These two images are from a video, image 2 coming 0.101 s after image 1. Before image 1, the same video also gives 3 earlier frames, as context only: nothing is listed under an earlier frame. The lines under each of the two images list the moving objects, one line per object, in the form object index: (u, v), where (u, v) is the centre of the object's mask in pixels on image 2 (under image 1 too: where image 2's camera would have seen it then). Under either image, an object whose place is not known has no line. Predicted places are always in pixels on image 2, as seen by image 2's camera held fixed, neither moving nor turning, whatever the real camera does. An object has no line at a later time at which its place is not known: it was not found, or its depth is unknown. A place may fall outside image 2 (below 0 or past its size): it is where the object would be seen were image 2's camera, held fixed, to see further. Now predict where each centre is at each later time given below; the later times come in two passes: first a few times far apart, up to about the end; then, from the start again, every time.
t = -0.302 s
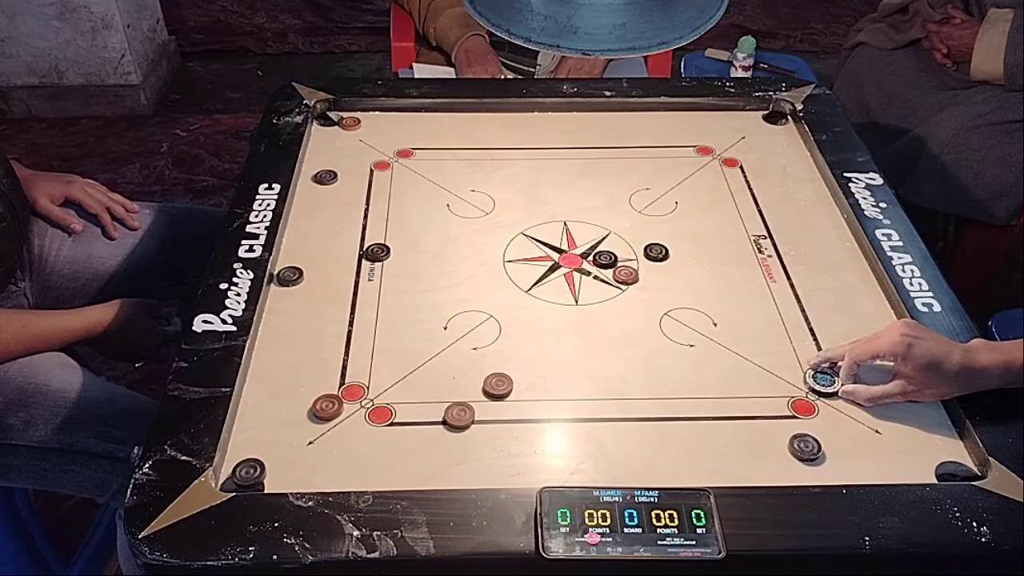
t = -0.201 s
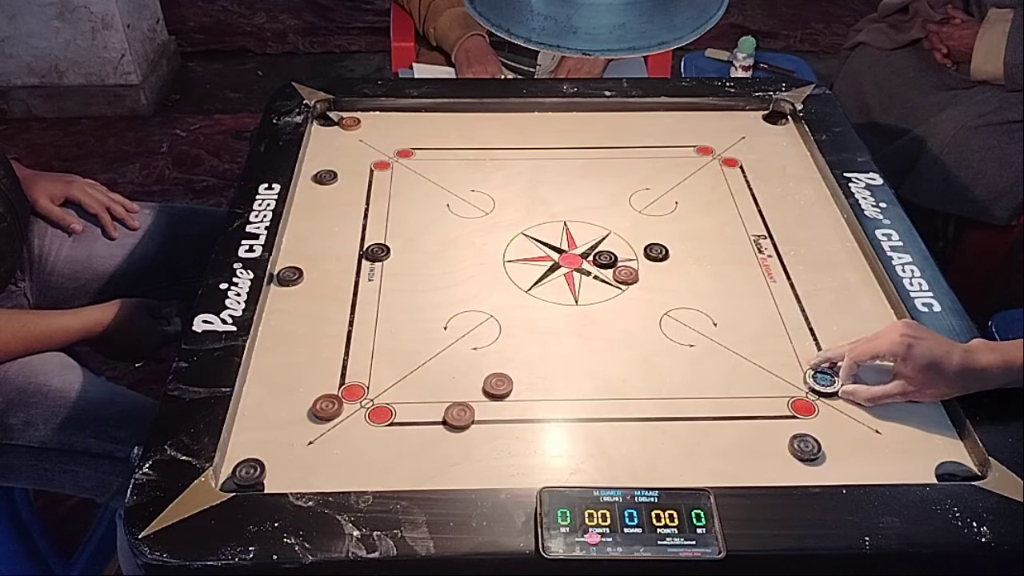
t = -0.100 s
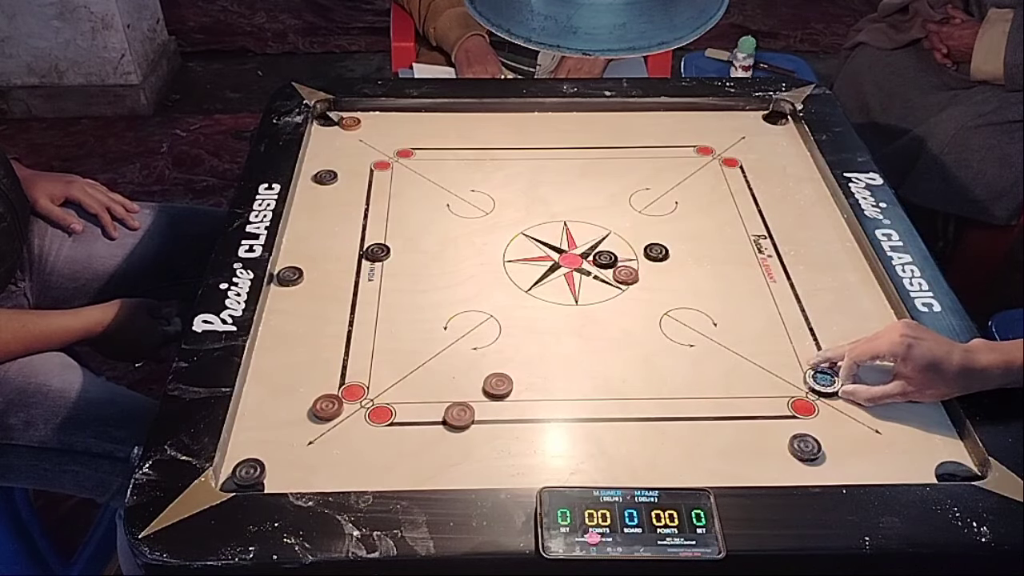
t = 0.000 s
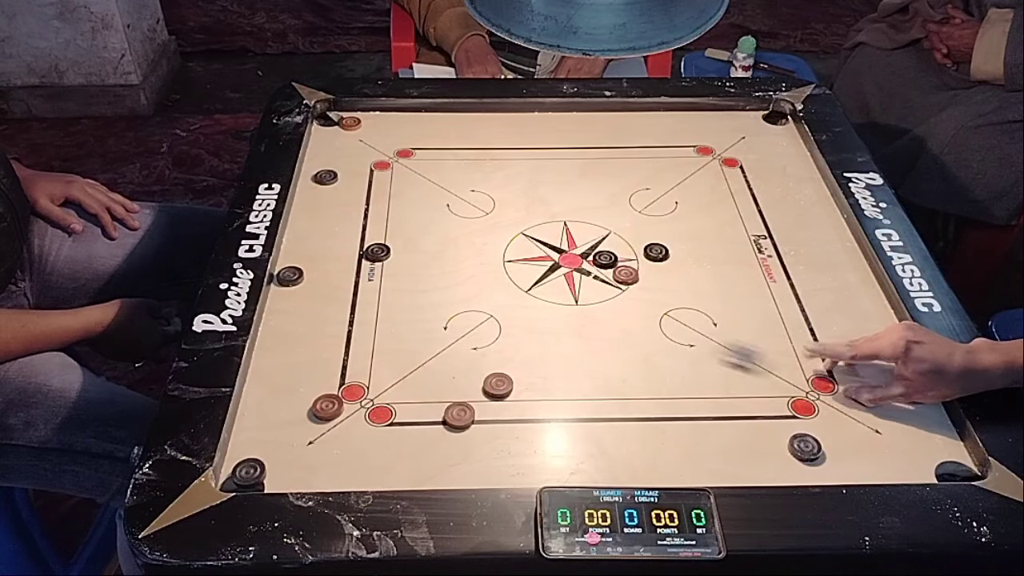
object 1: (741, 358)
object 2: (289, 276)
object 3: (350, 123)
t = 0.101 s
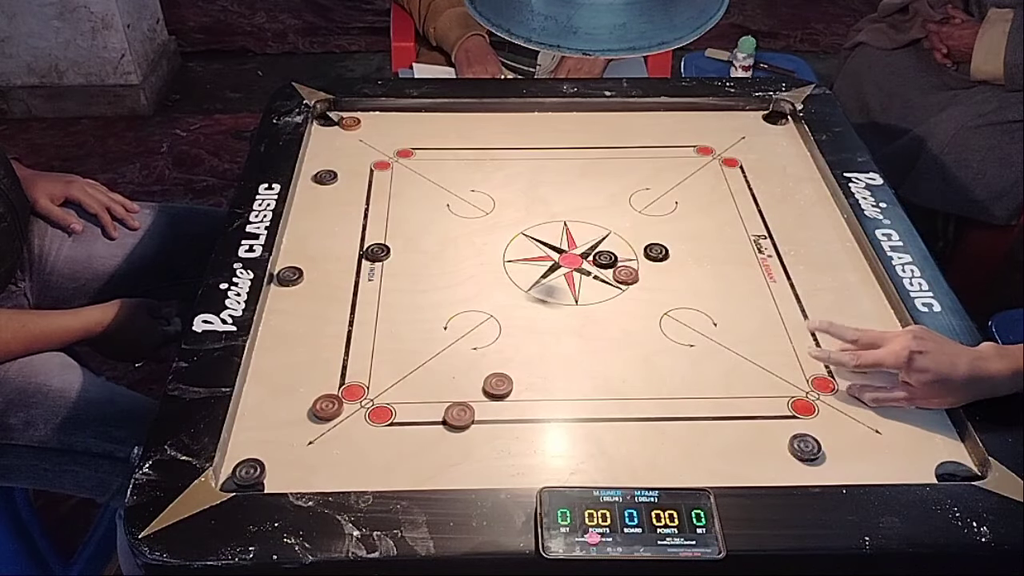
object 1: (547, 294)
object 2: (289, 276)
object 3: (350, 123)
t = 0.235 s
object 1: (365, 222)
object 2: (289, 276)
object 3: (350, 123)
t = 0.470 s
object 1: (412, 168)
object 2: (305, 330)
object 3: (362, 117)
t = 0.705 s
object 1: (511, 145)
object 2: (308, 338)
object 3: (371, 129)
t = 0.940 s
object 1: (560, 136)
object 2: (308, 338)
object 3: (371, 129)
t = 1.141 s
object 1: (576, 133)
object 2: (308, 338)
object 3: (371, 129)
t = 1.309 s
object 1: (578, 133)
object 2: (310, 337)
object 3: (371, 129)
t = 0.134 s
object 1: (488, 275)
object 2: (289, 276)
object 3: (350, 123)
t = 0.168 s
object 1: (437, 259)
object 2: (289, 276)
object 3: (350, 123)
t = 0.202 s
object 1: (394, 241)
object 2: (289, 276)
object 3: (350, 123)
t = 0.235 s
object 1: (365, 222)
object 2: (289, 276)
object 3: (350, 123)
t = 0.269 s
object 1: (338, 206)
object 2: (286, 285)
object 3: (350, 123)
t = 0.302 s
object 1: (315, 190)
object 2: (289, 295)
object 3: (350, 123)
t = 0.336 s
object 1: (329, 185)
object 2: (293, 304)
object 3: (350, 123)
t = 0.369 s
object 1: (352, 180)
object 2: (297, 312)
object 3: (350, 123)
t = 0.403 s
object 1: (374, 175)
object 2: (300, 319)
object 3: (350, 123)
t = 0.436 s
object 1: (393, 170)
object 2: (303, 325)
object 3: (356, 119)
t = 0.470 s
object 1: (412, 168)
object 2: (305, 330)
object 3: (362, 117)
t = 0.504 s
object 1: (429, 163)
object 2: (306, 334)
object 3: (365, 120)
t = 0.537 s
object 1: (446, 160)
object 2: (308, 337)
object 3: (367, 123)
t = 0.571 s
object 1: (461, 156)
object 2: (308, 338)
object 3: (369, 126)
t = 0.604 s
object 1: (474, 153)
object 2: (308, 338)
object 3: (370, 127)
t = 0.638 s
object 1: (487, 150)
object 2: (308, 338)
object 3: (371, 129)
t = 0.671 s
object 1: (499, 148)
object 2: (308, 338)
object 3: (371, 129)
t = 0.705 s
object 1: (511, 145)
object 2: (308, 338)
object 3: (371, 129)
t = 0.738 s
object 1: (520, 143)
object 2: (308, 338)
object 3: (371, 129)
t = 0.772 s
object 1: (529, 141)
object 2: (308, 338)
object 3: (371, 129)
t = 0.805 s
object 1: (537, 140)
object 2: (308, 338)
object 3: (371, 129)
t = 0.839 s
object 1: (544, 138)
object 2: (308, 338)
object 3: (371, 129)
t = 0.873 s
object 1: (550, 137)
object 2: (308, 338)
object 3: (371, 129)
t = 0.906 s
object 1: (556, 136)
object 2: (308, 338)
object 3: (371, 129)
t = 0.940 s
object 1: (560, 136)
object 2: (308, 338)
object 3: (371, 129)
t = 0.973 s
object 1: (564, 135)
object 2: (308, 338)
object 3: (371, 129)
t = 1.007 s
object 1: (568, 134)
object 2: (308, 338)
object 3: (371, 129)
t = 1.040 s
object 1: (571, 134)
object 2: (308, 338)
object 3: (371, 129)
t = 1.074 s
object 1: (573, 134)
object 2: (308, 338)
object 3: (371, 129)
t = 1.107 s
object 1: (575, 133)
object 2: (308, 338)
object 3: (371, 129)
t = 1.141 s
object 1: (576, 133)
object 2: (308, 338)
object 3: (371, 129)
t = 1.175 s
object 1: (577, 133)
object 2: (308, 338)
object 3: (371, 129)
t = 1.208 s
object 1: (577, 133)
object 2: (308, 338)
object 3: (371, 129)
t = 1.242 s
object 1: (578, 133)
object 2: (309, 338)
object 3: (371, 129)
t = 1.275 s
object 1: (578, 133)
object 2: (310, 337)
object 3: (371, 129)
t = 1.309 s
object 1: (578, 133)
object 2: (310, 337)
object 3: (371, 129)
